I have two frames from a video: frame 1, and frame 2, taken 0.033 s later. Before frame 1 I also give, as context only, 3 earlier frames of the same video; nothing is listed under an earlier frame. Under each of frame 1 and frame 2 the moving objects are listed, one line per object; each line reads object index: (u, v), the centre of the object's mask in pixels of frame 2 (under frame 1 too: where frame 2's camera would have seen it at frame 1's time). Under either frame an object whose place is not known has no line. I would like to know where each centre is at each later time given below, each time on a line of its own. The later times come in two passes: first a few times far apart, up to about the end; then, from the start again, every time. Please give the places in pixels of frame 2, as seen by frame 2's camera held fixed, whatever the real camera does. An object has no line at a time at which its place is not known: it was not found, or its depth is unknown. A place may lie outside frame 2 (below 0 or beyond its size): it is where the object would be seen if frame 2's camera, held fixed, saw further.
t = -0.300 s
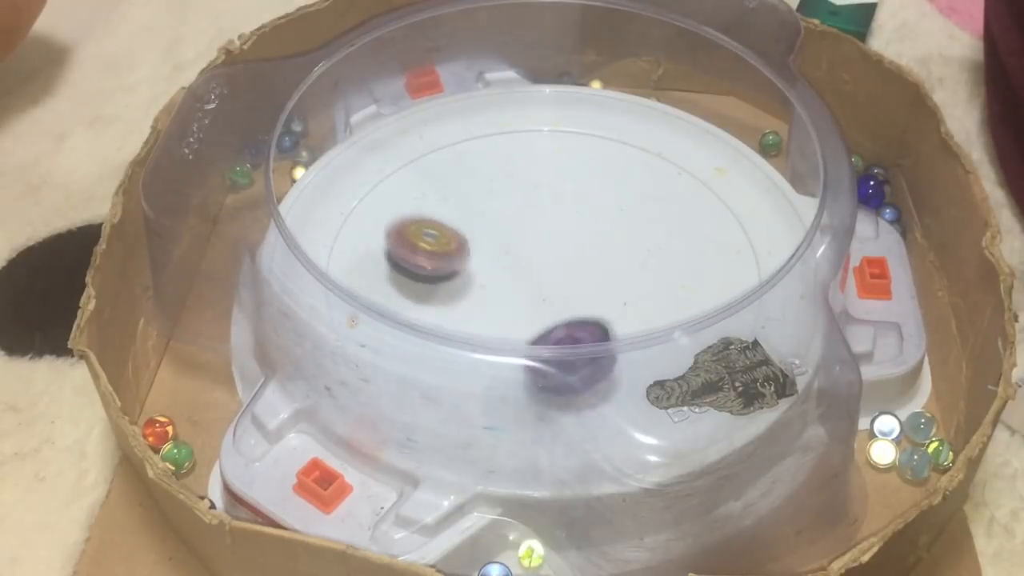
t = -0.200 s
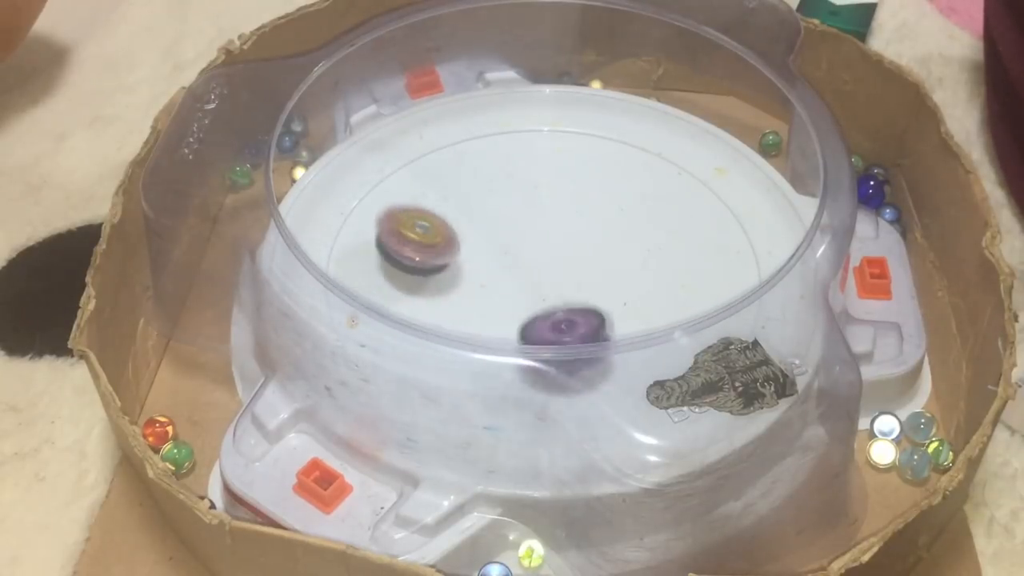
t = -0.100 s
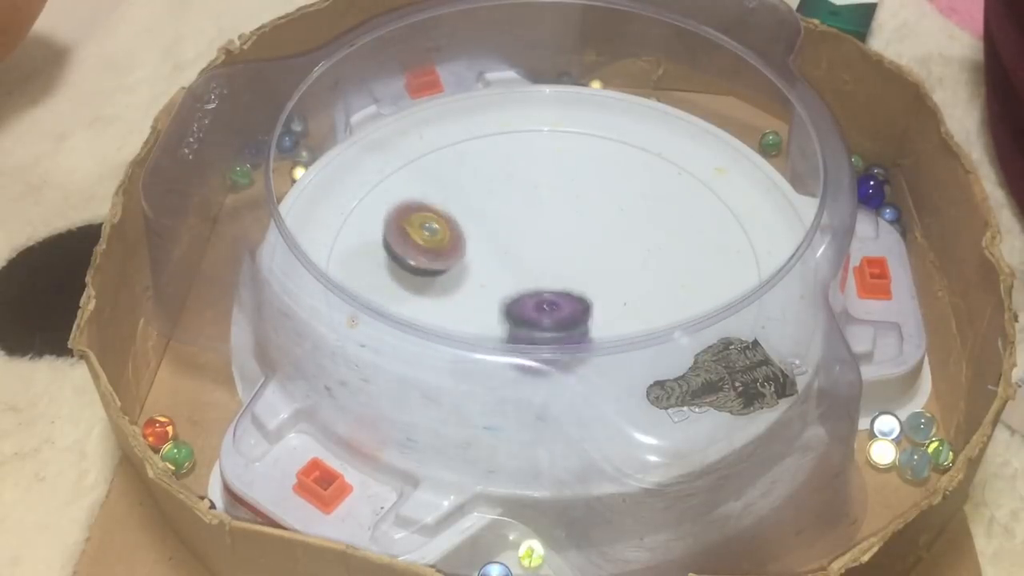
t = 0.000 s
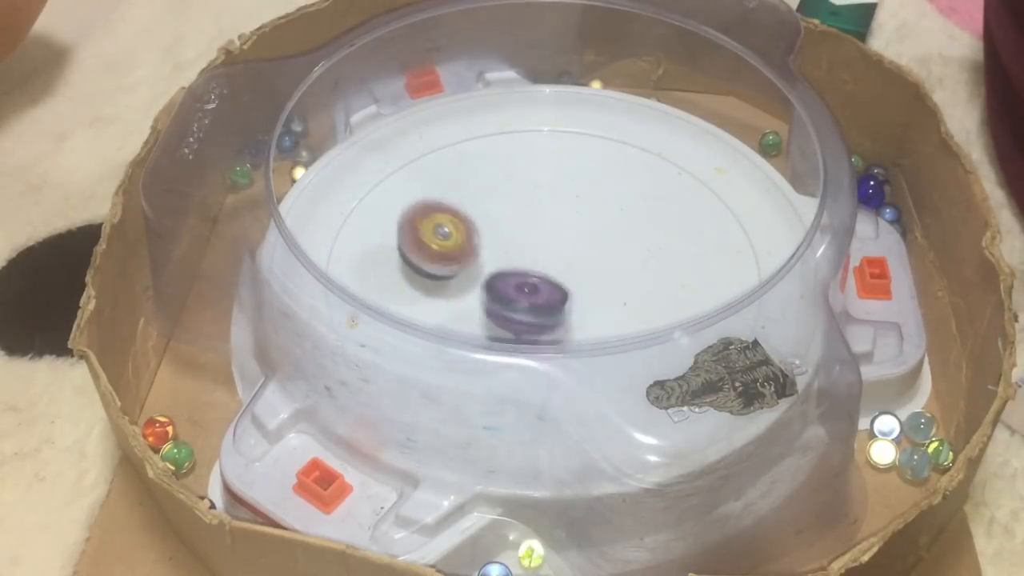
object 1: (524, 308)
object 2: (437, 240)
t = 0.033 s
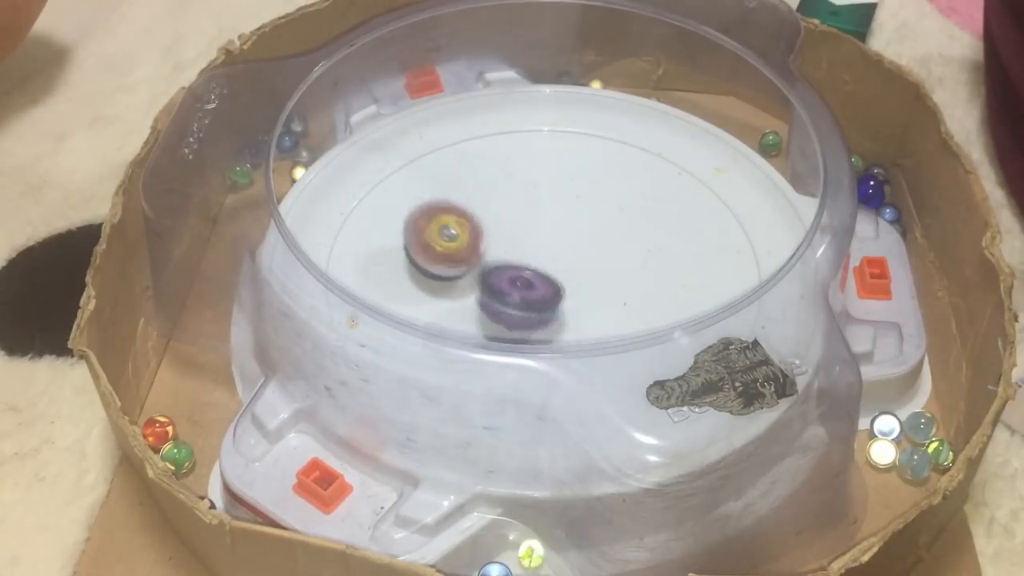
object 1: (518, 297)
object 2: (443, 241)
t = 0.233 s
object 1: (577, 344)
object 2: (472, 178)
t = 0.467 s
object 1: (615, 303)
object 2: (566, 202)
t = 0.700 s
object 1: (581, 358)
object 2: (657, 172)
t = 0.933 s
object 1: (548, 356)
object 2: (647, 217)
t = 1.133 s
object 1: (519, 317)
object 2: (584, 274)
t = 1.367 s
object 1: (464, 300)
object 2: (561, 244)
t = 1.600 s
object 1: (511, 288)
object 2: (549, 219)
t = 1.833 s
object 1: (549, 307)
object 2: (576, 219)
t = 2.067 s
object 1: (561, 315)
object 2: (556, 257)
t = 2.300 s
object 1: (525, 321)
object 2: (526, 245)
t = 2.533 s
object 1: (516, 305)
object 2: (530, 235)
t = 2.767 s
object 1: (529, 306)
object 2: (553, 234)
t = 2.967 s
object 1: (541, 311)
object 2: (565, 247)
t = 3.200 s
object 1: (500, 316)
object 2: (594, 249)
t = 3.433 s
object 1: (508, 286)
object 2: (575, 250)
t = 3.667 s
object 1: (461, 259)
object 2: (576, 252)
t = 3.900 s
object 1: (473, 267)
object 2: (566, 266)
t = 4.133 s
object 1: (477, 277)
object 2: (576, 276)
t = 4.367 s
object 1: (477, 265)
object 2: (566, 270)
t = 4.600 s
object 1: (480, 269)
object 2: (571, 275)
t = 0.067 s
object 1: (514, 293)
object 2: (449, 240)
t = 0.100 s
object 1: (528, 312)
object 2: (448, 223)
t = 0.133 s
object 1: (543, 320)
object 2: (451, 199)
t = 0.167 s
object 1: (555, 325)
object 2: (456, 189)
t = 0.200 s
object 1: (566, 327)
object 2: (464, 180)
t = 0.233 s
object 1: (577, 344)
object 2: (472, 178)
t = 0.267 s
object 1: (580, 327)
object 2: (481, 177)
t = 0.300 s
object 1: (587, 324)
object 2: (494, 179)
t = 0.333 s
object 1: (593, 321)
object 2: (505, 180)
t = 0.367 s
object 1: (599, 317)
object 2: (520, 184)
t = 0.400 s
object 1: (603, 313)
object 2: (533, 190)
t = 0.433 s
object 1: (611, 307)
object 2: (550, 197)
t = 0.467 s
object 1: (615, 303)
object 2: (566, 202)
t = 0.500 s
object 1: (617, 297)
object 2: (580, 208)
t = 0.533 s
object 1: (621, 287)
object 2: (596, 216)
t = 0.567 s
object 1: (618, 290)
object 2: (610, 218)
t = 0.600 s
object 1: (610, 308)
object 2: (628, 202)
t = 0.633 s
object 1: (604, 324)
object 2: (642, 185)
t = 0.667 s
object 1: (593, 344)
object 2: (651, 177)
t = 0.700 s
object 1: (581, 358)
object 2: (657, 172)
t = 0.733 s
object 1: (573, 363)
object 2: (660, 173)
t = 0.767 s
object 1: (568, 365)
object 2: (660, 176)
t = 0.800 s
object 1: (562, 367)
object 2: (659, 181)
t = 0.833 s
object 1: (558, 366)
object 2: (658, 187)
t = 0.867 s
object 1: (554, 364)
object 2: (655, 196)
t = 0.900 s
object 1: (552, 361)
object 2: (652, 206)
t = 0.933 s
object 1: (548, 356)
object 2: (647, 217)
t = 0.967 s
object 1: (543, 333)
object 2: (639, 229)
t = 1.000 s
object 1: (539, 330)
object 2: (631, 240)
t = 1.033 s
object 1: (536, 326)
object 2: (619, 251)
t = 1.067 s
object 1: (532, 323)
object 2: (608, 261)
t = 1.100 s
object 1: (529, 320)
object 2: (594, 270)
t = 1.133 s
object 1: (519, 317)
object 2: (584, 274)
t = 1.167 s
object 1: (498, 315)
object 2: (591, 269)
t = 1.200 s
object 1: (482, 313)
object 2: (593, 263)
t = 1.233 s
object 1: (469, 311)
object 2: (591, 258)
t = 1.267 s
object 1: (461, 309)
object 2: (585, 255)
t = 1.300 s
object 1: (457, 306)
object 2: (576, 252)
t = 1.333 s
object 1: (458, 303)
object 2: (567, 248)
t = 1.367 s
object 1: (464, 300)
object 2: (561, 244)
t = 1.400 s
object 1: (473, 298)
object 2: (554, 240)
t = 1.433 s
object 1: (481, 290)
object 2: (549, 237)
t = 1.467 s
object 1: (490, 286)
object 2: (546, 233)
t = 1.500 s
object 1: (498, 284)
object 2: (544, 230)
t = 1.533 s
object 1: (506, 284)
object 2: (544, 227)
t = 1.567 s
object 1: (512, 284)
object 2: (544, 223)
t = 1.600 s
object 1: (511, 288)
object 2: (549, 219)
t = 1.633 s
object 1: (514, 289)
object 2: (554, 216)
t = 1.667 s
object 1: (518, 289)
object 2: (557, 212)
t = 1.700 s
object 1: (526, 294)
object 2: (559, 211)
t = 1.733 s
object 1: (530, 300)
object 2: (563, 211)
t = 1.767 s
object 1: (538, 300)
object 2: (569, 212)
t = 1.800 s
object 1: (545, 303)
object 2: (574, 213)
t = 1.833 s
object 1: (549, 307)
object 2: (576, 219)
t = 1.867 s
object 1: (555, 309)
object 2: (579, 223)
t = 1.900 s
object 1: (558, 312)
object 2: (578, 227)
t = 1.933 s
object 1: (561, 314)
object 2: (577, 234)
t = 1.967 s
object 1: (562, 315)
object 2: (575, 240)
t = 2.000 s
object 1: (562, 315)
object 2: (569, 247)
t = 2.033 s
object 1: (561, 315)
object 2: (563, 253)
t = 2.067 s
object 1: (561, 315)
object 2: (556, 257)
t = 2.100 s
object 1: (557, 318)
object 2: (552, 255)
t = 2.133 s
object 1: (551, 320)
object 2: (547, 253)
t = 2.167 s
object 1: (546, 323)
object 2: (541, 251)
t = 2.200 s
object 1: (541, 324)
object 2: (535, 251)
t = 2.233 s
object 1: (536, 324)
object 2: (530, 250)
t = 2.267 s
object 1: (531, 323)
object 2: (528, 248)
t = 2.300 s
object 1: (525, 321)
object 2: (526, 245)
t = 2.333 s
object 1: (521, 319)
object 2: (525, 243)
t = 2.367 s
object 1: (517, 317)
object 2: (525, 241)
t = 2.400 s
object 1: (514, 314)
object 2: (525, 238)
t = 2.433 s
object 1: (514, 312)
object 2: (526, 237)
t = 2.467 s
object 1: (514, 309)
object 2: (527, 235)
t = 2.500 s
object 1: (516, 306)
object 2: (528, 234)
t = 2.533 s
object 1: (516, 305)
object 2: (530, 235)
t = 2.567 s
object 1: (513, 307)
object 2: (534, 233)
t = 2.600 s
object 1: (510, 307)
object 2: (541, 230)
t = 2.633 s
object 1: (509, 307)
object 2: (543, 228)
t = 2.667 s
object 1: (512, 307)
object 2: (548, 229)
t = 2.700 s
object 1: (517, 306)
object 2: (551, 230)
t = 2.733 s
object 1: (522, 306)
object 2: (553, 232)
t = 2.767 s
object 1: (529, 306)
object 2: (553, 234)
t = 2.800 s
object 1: (534, 305)
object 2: (553, 236)
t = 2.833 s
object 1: (539, 303)
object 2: (549, 239)
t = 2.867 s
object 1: (543, 304)
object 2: (550, 241)
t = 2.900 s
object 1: (541, 310)
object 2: (555, 243)
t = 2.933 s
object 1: (543, 310)
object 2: (559, 244)
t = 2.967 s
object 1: (541, 311)
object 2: (565, 247)
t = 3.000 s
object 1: (528, 317)
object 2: (581, 251)
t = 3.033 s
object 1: (520, 319)
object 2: (591, 249)
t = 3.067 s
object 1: (514, 320)
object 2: (596, 249)
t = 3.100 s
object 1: (508, 319)
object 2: (596, 249)
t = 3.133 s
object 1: (505, 321)
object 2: (596, 249)
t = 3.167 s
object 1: (503, 321)
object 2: (595, 249)
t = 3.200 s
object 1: (500, 316)
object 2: (594, 249)
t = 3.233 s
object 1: (500, 318)
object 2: (593, 249)
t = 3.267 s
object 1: (501, 313)
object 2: (592, 249)
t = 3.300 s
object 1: (503, 309)
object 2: (590, 249)
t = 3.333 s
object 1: (506, 304)
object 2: (588, 249)
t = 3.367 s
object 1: (506, 297)
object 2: (584, 249)
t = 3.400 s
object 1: (509, 292)
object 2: (580, 249)
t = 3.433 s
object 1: (508, 286)
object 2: (575, 250)
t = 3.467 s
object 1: (504, 282)
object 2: (576, 251)
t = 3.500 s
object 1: (492, 278)
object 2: (578, 251)
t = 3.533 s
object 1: (482, 274)
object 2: (578, 251)
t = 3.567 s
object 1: (475, 268)
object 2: (578, 251)
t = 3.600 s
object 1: (469, 265)
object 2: (577, 251)
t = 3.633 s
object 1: (465, 262)
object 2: (577, 251)
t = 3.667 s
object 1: (461, 259)
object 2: (576, 252)
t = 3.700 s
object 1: (459, 257)
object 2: (576, 252)
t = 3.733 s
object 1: (458, 257)
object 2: (575, 253)
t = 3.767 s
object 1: (459, 257)
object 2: (573, 254)
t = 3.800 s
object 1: (461, 258)
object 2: (570, 256)
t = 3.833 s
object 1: (464, 260)
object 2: (567, 260)
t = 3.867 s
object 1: (468, 262)
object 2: (565, 264)
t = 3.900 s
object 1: (473, 267)
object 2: (566, 266)
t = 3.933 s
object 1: (475, 272)
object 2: (567, 268)
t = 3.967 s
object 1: (476, 275)
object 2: (569, 270)
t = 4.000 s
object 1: (477, 278)
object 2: (571, 273)
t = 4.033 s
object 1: (476, 279)
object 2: (573, 276)
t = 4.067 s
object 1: (475, 280)
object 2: (575, 276)
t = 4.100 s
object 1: (476, 279)
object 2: (576, 276)
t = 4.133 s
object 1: (477, 277)
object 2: (576, 276)
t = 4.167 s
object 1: (478, 276)
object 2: (574, 276)
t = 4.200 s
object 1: (480, 273)
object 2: (572, 276)
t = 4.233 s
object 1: (480, 270)
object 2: (569, 274)
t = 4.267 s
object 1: (479, 267)
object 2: (568, 272)
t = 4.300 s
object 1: (478, 265)
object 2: (567, 272)
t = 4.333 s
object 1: (477, 264)
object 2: (566, 271)
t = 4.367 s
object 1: (477, 265)
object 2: (566, 270)
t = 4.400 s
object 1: (479, 266)
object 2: (566, 269)
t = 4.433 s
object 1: (479, 268)
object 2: (566, 270)
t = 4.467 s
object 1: (480, 269)
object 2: (567, 271)
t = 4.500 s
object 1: (480, 269)
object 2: (568, 272)
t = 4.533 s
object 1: (480, 269)
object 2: (568, 274)
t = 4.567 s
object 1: (480, 269)
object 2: (570, 275)
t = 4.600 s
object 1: (480, 269)
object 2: (571, 275)
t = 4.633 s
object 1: (480, 269)
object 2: (569, 275)
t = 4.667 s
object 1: (479, 268)
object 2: (568, 274)
